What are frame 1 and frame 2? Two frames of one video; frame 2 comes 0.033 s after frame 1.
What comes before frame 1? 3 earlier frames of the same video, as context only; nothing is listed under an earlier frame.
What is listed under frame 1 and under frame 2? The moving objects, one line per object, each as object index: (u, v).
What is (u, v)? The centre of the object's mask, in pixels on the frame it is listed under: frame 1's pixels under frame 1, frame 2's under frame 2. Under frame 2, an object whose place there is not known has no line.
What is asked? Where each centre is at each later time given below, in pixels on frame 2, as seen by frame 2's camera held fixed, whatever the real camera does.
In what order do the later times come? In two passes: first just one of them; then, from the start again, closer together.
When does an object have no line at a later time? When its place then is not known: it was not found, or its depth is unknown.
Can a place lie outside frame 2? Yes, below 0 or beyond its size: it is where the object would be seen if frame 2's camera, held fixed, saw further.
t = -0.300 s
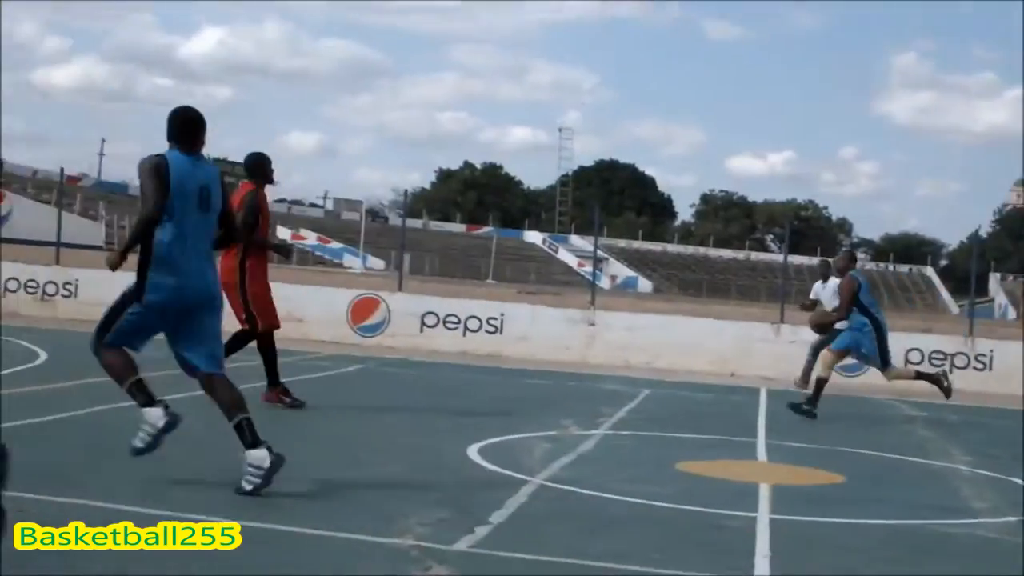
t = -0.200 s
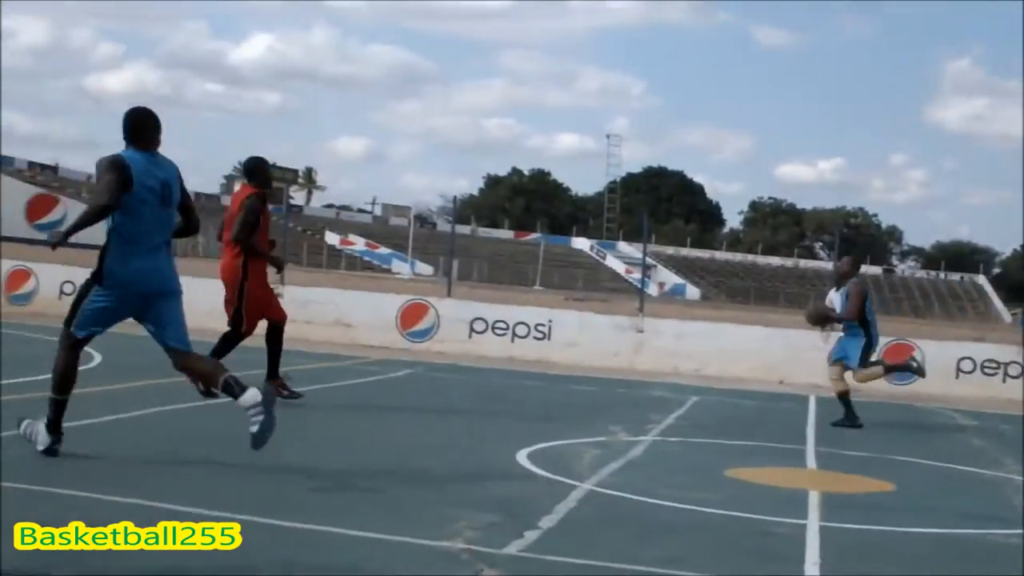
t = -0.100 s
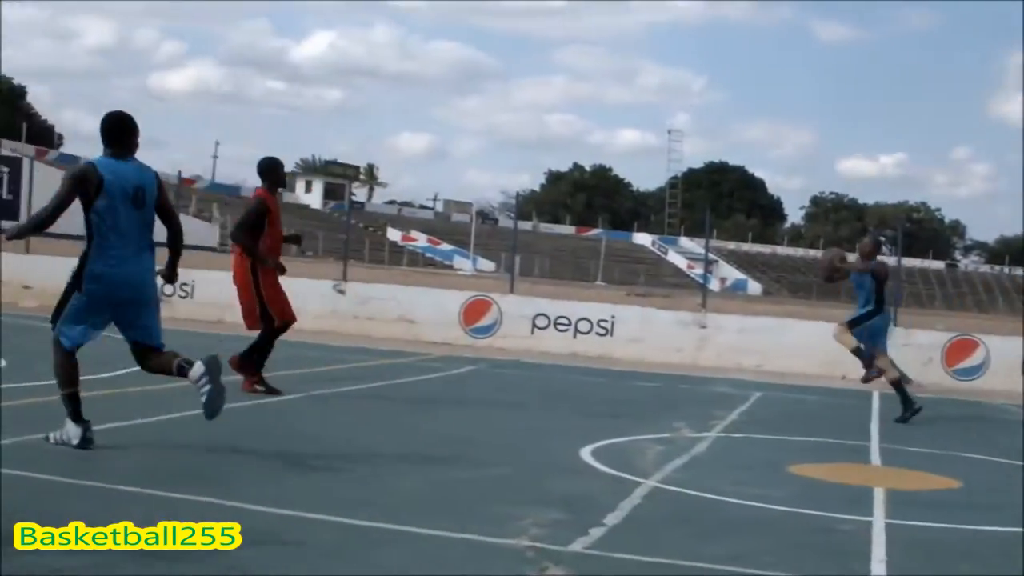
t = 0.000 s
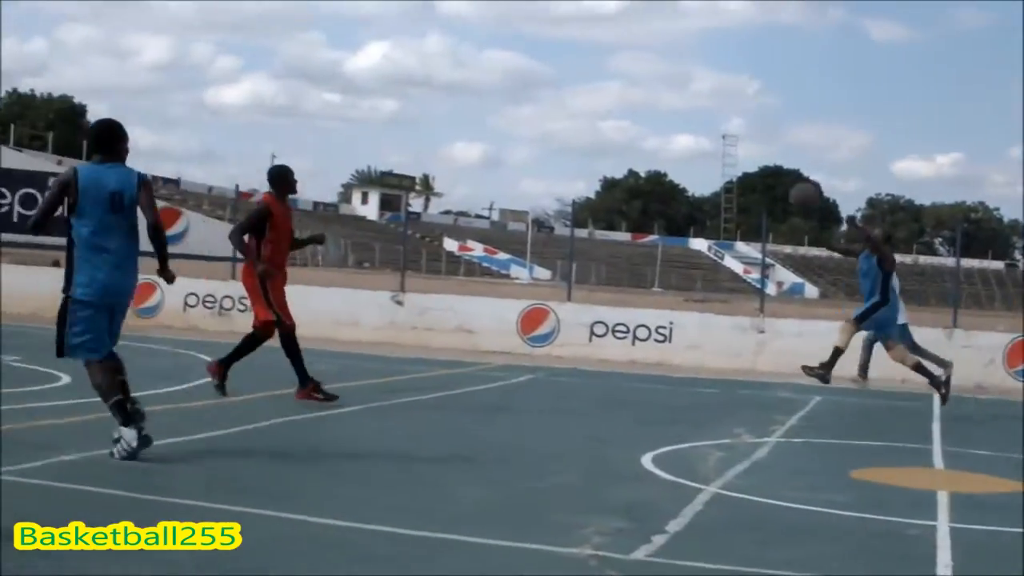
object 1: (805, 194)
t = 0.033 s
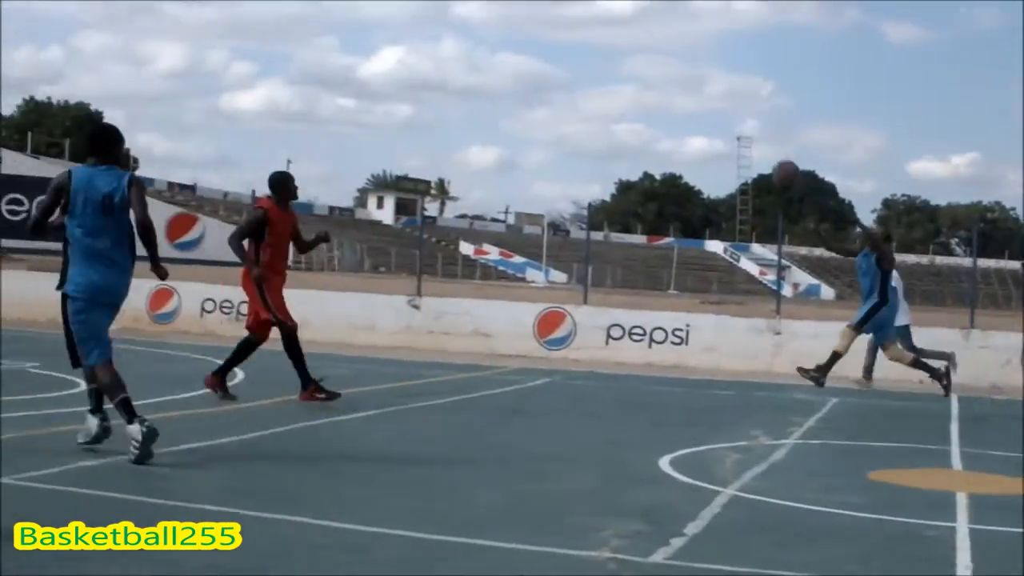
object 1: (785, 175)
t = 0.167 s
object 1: (648, 86)
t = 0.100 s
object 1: (718, 128)
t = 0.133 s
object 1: (683, 107)
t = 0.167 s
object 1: (648, 86)
